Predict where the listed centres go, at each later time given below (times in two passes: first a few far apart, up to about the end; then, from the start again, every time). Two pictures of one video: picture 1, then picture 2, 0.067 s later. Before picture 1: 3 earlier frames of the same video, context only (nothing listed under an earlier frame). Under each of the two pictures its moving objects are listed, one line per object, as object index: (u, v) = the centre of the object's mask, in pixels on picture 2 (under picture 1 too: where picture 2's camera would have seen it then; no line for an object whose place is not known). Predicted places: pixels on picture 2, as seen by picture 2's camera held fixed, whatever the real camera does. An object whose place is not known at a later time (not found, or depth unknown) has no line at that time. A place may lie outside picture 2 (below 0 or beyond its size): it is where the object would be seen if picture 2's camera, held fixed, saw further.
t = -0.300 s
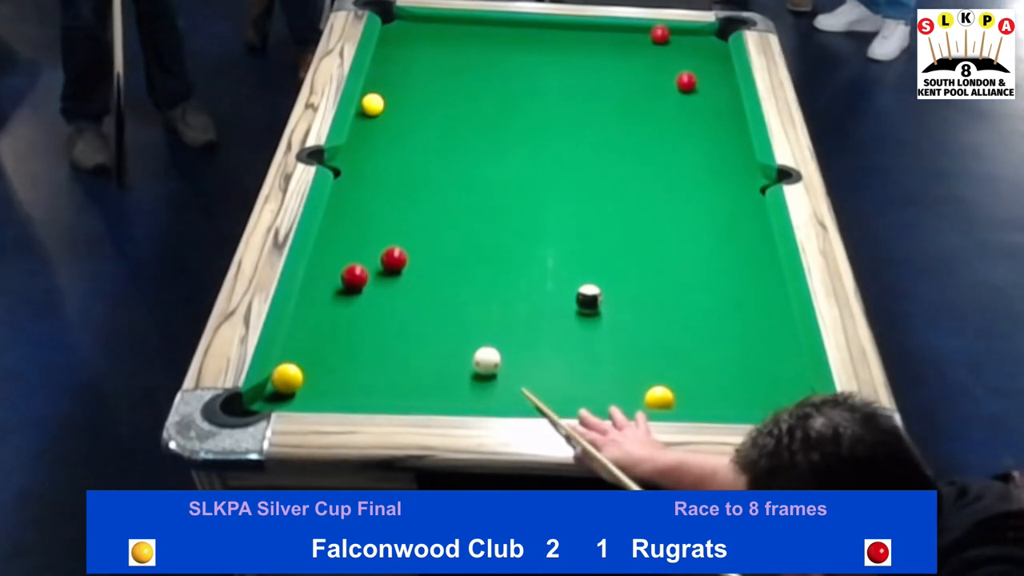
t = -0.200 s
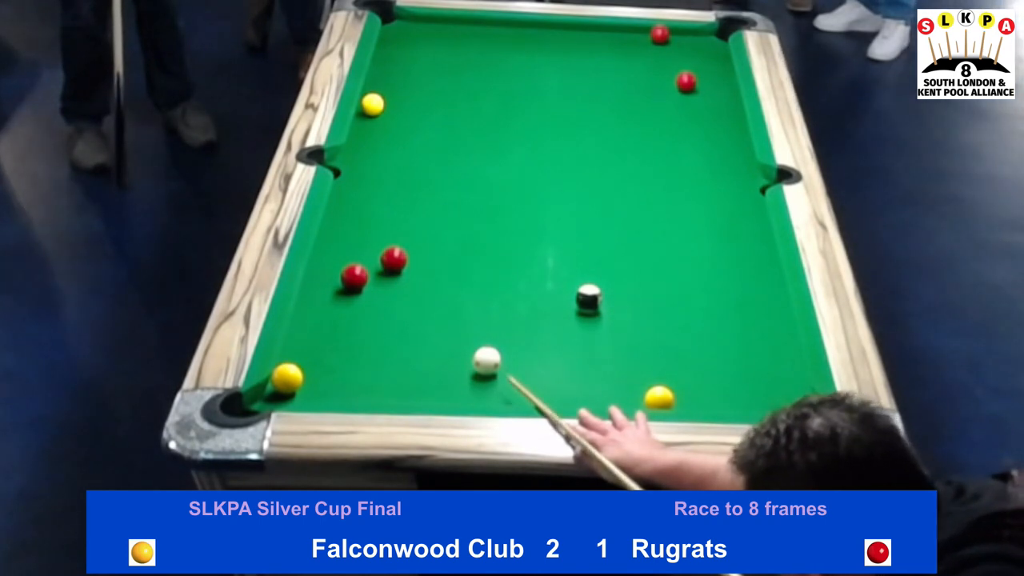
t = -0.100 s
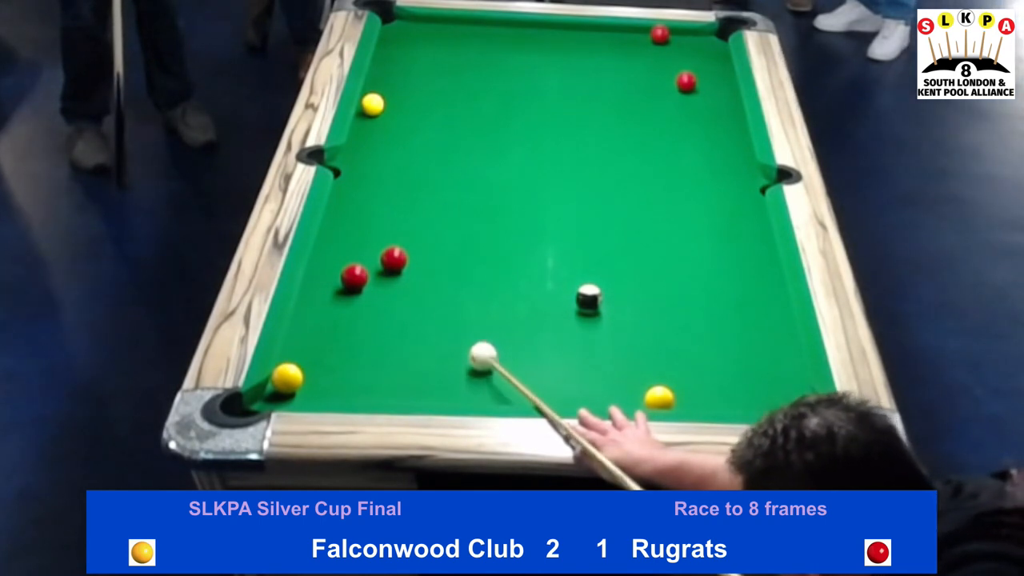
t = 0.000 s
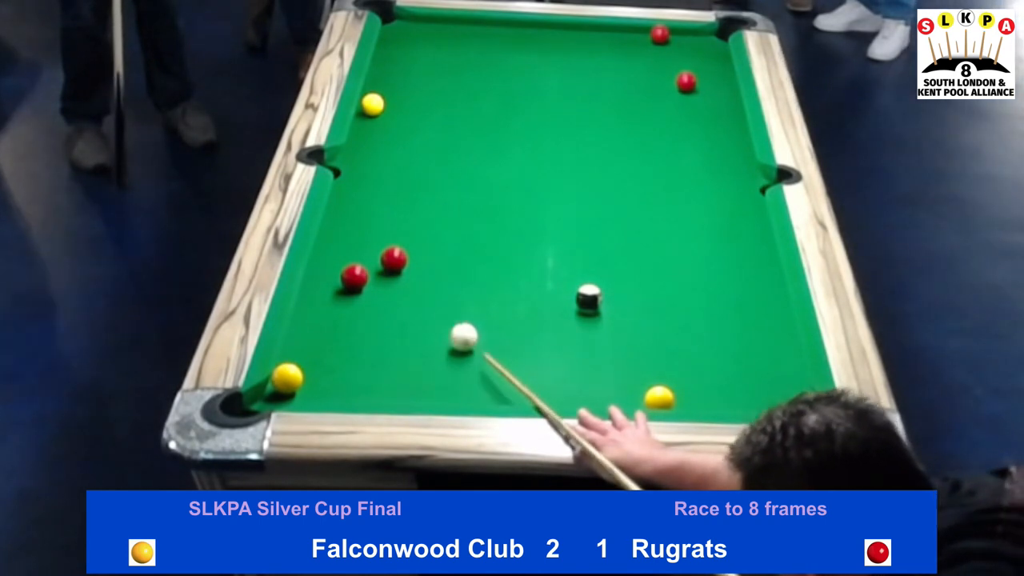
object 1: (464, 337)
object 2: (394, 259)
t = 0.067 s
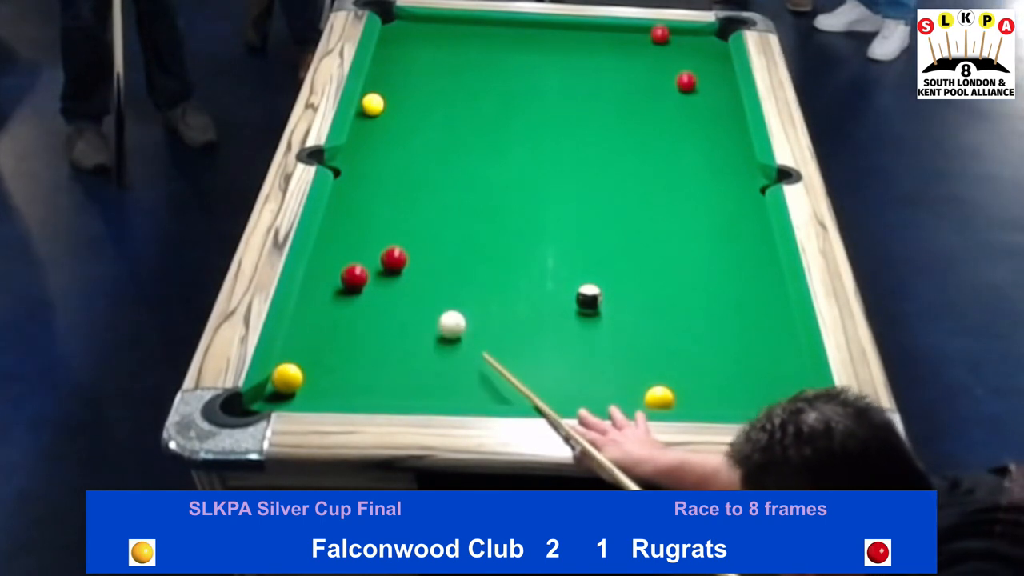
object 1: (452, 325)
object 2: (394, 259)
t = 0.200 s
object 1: (429, 301)
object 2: (394, 259)
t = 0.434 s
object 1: (397, 272)
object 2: (389, 251)
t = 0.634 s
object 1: (385, 268)
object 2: (379, 235)
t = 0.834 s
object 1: (375, 264)
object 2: (369, 219)
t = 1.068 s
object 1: (364, 260)
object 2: (358, 203)
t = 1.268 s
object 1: (357, 257)
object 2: (350, 190)
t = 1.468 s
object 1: (351, 256)
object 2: (349, 179)
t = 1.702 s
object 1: (346, 255)
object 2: (357, 170)
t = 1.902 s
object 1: (343, 255)
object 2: (364, 163)
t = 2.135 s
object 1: (342, 255)
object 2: (369, 157)
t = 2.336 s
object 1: (342, 255)
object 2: (374, 152)
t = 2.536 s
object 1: (342, 255)
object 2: (377, 148)
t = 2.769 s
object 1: (342, 255)
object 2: (380, 144)
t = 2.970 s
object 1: (342, 255)
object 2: (382, 142)
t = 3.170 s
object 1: (341, 255)
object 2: (384, 140)
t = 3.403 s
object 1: (341, 255)
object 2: (384, 139)
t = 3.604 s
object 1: (342, 255)
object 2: (385, 139)
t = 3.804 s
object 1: (342, 255)
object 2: (385, 139)
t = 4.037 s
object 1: (342, 255)
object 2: (385, 140)
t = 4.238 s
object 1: (342, 255)
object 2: (384, 140)
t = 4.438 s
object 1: (342, 255)
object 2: (384, 140)
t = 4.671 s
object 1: (342, 255)
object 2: (384, 140)
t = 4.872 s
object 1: (342, 255)
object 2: (384, 140)
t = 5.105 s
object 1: (342, 255)
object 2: (384, 140)
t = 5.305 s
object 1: (342, 255)
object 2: (384, 140)
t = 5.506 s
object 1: (342, 255)
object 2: (384, 140)
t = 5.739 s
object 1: (342, 255)
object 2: (385, 140)
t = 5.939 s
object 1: (342, 255)
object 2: (385, 139)
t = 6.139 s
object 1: (342, 255)
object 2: (384, 140)
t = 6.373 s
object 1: (342, 255)
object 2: (384, 140)
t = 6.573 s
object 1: (342, 255)
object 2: (384, 140)
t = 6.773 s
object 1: (342, 255)
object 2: (384, 140)
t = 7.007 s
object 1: (342, 255)
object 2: (384, 140)
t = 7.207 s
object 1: (342, 255)
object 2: (384, 139)
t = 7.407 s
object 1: (342, 255)
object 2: (384, 140)
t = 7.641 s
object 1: (342, 255)
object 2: (384, 140)
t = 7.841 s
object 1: (342, 255)
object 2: (384, 140)
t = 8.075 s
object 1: (342, 255)
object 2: (384, 140)
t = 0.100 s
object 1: (446, 318)
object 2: (394, 259)
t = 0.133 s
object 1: (440, 312)
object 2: (394, 259)
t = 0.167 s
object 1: (435, 307)
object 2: (394, 259)
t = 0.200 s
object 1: (429, 301)
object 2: (394, 259)
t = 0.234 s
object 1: (423, 296)
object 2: (394, 259)
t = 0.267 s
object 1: (418, 290)
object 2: (394, 259)
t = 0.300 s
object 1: (413, 285)
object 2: (394, 259)
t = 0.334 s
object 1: (407, 279)
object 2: (393, 259)
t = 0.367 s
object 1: (402, 274)
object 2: (392, 257)
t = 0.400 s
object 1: (399, 273)
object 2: (391, 254)
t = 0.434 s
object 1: (397, 272)
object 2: (389, 251)
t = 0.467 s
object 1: (395, 272)
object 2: (387, 249)
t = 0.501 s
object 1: (393, 271)
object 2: (386, 246)
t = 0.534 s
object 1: (391, 270)
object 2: (384, 244)
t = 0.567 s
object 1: (389, 270)
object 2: (382, 241)
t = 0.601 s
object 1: (387, 269)
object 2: (380, 238)
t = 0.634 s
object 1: (385, 268)
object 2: (379, 235)
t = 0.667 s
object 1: (383, 268)
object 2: (377, 233)
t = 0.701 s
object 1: (381, 267)
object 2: (375, 230)
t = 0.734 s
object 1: (379, 267)
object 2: (374, 227)
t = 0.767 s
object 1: (377, 266)
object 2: (372, 224)
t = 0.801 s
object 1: (376, 265)
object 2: (370, 222)
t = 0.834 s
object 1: (375, 264)
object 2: (369, 219)
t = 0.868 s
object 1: (373, 264)
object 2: (367, 217)
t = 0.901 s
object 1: (371, 263)
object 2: (366, 214)
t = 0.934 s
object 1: (370, 262)
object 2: (364, 212)
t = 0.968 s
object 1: (369, 262)
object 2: (362, 210)
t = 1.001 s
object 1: (367, 261)
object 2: (361, 207)
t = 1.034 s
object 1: (366, 260)
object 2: (360, 205)
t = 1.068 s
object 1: (364, 260)
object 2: (358, 203)
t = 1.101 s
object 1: (363, 259)
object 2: (357, 200)
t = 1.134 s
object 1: (362, 258)
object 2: (355, 198)
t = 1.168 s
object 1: (360, 258)
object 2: (354, 196)
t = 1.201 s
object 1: (359, 257)
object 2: (353, 194)
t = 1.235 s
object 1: (358, 257)
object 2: (351, 192)
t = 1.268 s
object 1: (357, 257)
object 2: (350, 190)
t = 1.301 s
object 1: (356, 257)
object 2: (348, 187)
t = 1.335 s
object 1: (354, 256)
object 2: (347, 185)
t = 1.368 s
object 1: (353, 256)
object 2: (346, 183)
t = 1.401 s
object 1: (352, 256)
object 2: (346, 182)
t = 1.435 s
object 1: (351, 256)
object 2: (347, 180)
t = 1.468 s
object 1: (351, 256)
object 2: (349, 179)
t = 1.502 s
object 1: (350, 256)
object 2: (350, 178)
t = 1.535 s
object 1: (349, 256)
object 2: (351, 176)
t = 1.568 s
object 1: (349, 255)
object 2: (353, 175)
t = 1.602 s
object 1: (348, 255)
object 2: (354, 174)
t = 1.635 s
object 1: (347, 255)
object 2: (355, 173)
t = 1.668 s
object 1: (347, 255)
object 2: (356, 172)
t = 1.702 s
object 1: (346, 255)
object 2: (357, 170)
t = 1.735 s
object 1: (346, 255)
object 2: (358, 169)
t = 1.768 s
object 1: (345, 255)
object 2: (360, 168)
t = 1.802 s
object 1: (344, 255)
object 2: (361, 167)
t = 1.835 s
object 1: (344, 255)
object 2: (362, 166)
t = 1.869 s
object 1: (344, 255)
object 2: (363, 165)
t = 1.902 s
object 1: (343, 255)
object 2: (364, 163)
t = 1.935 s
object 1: (343, 255)
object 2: (365, 163)
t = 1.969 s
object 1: (343, 255)
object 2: (365, 162)
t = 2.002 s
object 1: (343, 255)
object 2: (366, 161)
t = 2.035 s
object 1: (342, 255)
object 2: (367, 160)
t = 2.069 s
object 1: (342, 255)
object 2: (368, 159)
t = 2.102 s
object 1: (342, 255)
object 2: (369, 158)
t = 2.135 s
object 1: (342, 255)
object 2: (369, 157)
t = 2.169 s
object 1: (342, 255)
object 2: (370, 156)
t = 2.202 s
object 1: (342, 255)
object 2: (371, 155)
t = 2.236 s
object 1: (342, 255)
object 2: (372, 154)
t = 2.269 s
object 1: (342, 255)
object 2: (372, 154)
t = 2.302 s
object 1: (342, 255)
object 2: (373, 153)
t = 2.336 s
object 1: (342, 255)
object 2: (374, 152)
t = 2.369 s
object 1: (342, 255)
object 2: (374, 151)
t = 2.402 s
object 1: (342, 255)
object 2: (375, 151)
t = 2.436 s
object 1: (342, 255)
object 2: (375, 150)
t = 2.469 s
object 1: (342, 255)
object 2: (376, 149)
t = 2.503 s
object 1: (342, 255)
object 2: (376, 149)
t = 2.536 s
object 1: (342, 255)
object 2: (377, 148)
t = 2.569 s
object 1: (342, 255)
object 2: (378, 147)
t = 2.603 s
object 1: (342, 255)
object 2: (378, 147)
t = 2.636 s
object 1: (342, 255)
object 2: (379, 146)
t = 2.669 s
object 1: (342, 255)
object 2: (379, 146)
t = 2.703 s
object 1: (342, 255)
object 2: (379, 145)
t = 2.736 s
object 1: (342, 255)
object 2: (380, 145)
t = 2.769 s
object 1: (342, 255)
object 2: (380, 144)
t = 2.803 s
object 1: (342, 255)
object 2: (381, 144)
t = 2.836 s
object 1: (342, 255)
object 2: (381, 144)
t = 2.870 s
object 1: (342, 255)
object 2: (381, 143)
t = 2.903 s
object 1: (342, 255)
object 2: (382, 143)
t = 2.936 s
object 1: (342, 255)
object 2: (382, 142)
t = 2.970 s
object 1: (342, 255)
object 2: (382, 142)
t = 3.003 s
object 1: (342, 255)
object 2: (382, 142)
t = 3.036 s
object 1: (342, 255)
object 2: (383, 141)
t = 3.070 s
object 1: (342, 255)
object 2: (383, 141)
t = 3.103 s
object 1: (342, 255)
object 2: (383, 141)
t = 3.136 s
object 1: (342, 255)
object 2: (383, 140)
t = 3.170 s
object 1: (341, 255)
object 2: (384, 140)
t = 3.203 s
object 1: (341, 255)
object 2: (384, 140)
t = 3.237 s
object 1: (341, 255)
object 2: (384, 140)
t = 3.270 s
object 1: (341, 255)
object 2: (384, 140)
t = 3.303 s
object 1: (341, 255)
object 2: (384, 140)
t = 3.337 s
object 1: (342, 255)
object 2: (384, 140)
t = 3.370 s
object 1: (341, 255)
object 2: (384, 139)
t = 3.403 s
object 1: (341, 255)
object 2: (384, 139)
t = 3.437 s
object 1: (341, 255)
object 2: (384, 139)
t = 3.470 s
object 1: (341, 255)
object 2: (385, 140)
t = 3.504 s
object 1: (341, 255)
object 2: (384, 139)
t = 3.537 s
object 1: (341, 255)
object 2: (385, 139)
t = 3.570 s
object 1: (341, 255)
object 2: (385, 140)
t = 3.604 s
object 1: (342, 255)
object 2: (385, 139)
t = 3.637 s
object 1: (342, 255)
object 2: (385, 139)
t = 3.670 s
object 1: (342, 255)
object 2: (385, 140)
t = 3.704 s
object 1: (342, 255)
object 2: (385, 139)
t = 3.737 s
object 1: (342, 255)
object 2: (385, 139)
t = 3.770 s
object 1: (342, 255)
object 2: (385, 140)
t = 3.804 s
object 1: (342, 255)
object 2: (385, 139)
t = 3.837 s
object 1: (342, 255)
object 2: (385, 140)
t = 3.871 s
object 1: (342, 255)
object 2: (384, 140)
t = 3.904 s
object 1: (342, 255)
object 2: (384, 140)
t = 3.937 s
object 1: (342, 255)
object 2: (384, 140)
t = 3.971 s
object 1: (342, 255)
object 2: (384, 140)
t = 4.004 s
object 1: (342, 255)
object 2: (385, 140)
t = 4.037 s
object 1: (342, 255)
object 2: (385, 140)
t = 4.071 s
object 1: (342, 255)
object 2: (384, 140)
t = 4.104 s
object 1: (342, 255)
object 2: (385, 140)
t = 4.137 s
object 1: (342, 255)
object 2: (384, 140)
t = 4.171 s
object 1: (342, 255)
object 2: (384, 140)
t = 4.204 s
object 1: (342, 255)
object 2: (384, 140)
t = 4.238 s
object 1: (342, 255)
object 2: (384, 140)
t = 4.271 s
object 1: (342, 255)
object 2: (384, 140)
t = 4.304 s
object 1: (342, 255)
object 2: (384, 140)
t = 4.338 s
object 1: (342, 255)
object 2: (384, 140)
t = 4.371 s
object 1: (342, 255)
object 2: (384, 140)
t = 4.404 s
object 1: (342, 255)
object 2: (384, 140)
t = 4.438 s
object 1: (342, 255)
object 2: (384, 140)
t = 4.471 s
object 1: (342, 255)
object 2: (384, 140)
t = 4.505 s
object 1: (342, 255)
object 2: (384, 140)
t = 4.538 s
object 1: (342, 255)
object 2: (384, 140)
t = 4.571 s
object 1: (342, 255)
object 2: (384, 140)
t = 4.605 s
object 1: (342, 255)
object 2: (384, 140)
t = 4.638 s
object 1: (342, 255)
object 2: (384, 140)
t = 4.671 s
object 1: (342, 255)
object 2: (384, 140)
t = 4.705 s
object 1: (342, 255)
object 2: (384, 140)
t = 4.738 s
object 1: (342, 255)
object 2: (384, 140)
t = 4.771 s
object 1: (342, 255)
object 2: (384, 140)
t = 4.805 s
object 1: (342, 255)
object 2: (384, 140)
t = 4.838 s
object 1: (342, 255)
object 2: (384, 140)
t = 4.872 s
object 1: (342, 255)
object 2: (384, 140)
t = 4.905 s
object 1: (342, 255)
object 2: (384, 140)
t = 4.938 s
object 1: (342, 255)
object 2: (384, 140)
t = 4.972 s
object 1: (342, 255)
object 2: (384, 140)
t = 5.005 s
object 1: (342, 255)
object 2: (384, 140)
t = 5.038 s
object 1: (342, 255)
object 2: (384, 140)
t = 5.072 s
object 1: (342, 255)
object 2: (384, 140)
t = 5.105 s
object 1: (342, 255)
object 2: (384, 140)
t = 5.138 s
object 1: (342, 255)
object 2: (384, 140)
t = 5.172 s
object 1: (342, 255)
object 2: (384, 140)
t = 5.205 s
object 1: (342, 255)
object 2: (384, 140)
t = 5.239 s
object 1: (342, 255)
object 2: (384, 140)
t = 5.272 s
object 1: (342, 255)
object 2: (384, 140)
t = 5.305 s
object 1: (342, 255)
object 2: (384, 140)
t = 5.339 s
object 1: (342, 255)
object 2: (384, 140)
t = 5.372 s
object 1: (342, 255)
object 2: (384, 140)
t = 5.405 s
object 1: (342, 255)
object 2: (384, 140)
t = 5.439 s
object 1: (342, 255)
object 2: (384, 140)
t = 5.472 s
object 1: (342, 255)
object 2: (384, 140)
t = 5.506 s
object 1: (342, 255)
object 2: (384, 140)
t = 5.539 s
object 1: (342, 255)
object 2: (384, 140)
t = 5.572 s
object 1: (342, 255)
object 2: (384, 140)
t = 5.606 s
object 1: (342, 255)
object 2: (384, 140)
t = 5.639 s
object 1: (342, 255)
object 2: (385, 140)
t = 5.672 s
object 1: (342, 255)
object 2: (385, 140)
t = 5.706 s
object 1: (342, 255)
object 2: (385, 140)
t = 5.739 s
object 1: (342, 255)
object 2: (385, 140)
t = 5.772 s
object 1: (342, 255)
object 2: (385, 140)
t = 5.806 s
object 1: (342, 255)
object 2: (385, 140)
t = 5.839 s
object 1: (342, 255)
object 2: (385, 140)
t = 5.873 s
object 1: (342, 255)
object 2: (384, 140)
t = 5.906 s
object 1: (342, 255)
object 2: (384, 140)
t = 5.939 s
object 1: (342, 255)
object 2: (385, 139)
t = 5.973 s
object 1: (342, 255)
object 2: (384, 140)
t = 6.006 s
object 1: (342, 255)
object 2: (385, 140)
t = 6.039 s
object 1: (342, 255)
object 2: (385, 140)
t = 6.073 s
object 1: (342, 255)
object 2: (384, 140)
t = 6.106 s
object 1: (342, 255)
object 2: (384, 140)
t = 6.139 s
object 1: (342, 255)
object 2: (384, 140)
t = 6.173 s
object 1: (342, 255)
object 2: (384, 140)
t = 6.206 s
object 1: (342, 255)
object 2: (384, 140)
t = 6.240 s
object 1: (342, 255)
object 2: (384, 140)
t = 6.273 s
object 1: (342, 255)
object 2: (384, 140)
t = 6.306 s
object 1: (342, 255)
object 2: (384, 140)
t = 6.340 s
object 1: (342, 255)
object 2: (384, 140)
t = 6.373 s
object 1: (342, 255)
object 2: (384, 140)
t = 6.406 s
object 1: (342, 255)
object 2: (384, 140)
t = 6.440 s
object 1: (342, 255)
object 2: (384, 140)
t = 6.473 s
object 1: (342, 255)
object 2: (384, 140)
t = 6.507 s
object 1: (342, 255)
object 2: (384, 140)
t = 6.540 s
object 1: (342, 255)
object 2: (384, 140)
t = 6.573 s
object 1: (342, 255)
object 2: (384, 140)
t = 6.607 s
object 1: (342, 255)
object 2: (384, 140)
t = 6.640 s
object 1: (342, 255)
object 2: (384, 140)
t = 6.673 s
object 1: (342, 255)
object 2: (384, 140)
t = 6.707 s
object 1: (342, 255)
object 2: (384, 140)
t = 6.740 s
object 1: (342, 255)
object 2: (384, 140)
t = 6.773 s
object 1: (342, 255)
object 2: (384, 140)
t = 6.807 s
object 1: (342, 255)
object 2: (384, 140)
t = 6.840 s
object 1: (342, 255)
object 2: (384, 140)
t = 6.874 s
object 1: (342, 255)
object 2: (384, 140)
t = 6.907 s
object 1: (342, 255)
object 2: (384, 140)
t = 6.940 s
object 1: (342, 255)
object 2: (384, 140)
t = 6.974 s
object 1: (342, 255)
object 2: (384, 140)
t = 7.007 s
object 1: (342, 255)
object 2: (384, 140)
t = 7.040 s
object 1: (342, 255)
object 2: (384, 140)
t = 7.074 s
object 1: (342, 255)
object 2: (384, 140)
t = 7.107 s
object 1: (342, 255)
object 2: (384, 140)
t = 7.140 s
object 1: (341, 255)
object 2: (384, 139)
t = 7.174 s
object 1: (342, 255)
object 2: (384, 139)
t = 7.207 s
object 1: (342, 255)
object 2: (384, 139)
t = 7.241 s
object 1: (342, 255)
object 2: (384, 140)
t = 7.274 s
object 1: (342, 255)
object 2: (384, 140)
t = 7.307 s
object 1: (342, 255)
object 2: (384, 140)
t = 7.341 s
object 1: (342, 255)
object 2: (384, 140)
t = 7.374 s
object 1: (342, 255)
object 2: (384, 140)
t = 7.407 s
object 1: (342, 255)
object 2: (384, 140)
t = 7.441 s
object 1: (342, 255)
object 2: (384, 140)
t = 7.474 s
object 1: (342, 255)
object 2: (385, 140)
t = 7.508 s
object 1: (342, 255)
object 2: (384, 140)
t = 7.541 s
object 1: (342, 255)
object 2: (384, 140)
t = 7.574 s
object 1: (342, 255)
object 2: (384, 140)
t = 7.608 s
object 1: (342, 255)
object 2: (384, 140)
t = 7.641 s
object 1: (342, 255)
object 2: (384, 140)
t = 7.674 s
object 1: (342, 255)
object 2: (384, 140)
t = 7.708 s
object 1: (342, 255)
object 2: (384, 140)
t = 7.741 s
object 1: (342, 255)
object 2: (384, 140)
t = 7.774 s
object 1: (342, 255)
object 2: (384, 140)
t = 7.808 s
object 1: (342, 255)
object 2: (384, 140)
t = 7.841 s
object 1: (342, 255)
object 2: (384, 140)
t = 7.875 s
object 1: (342, 255)
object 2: (384, 140)
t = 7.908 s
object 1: (342, 255)
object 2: (384, 140)
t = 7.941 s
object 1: (342, 255)
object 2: (385, 140)
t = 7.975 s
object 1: (342, 255)
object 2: (384, 140)
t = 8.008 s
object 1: (342, 255)
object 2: (385, 140)
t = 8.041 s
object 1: (342, 255)
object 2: (384, 140)
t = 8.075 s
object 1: (342, 255)
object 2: (384, 140)
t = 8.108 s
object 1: (341, 255)
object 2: (389, 141)
